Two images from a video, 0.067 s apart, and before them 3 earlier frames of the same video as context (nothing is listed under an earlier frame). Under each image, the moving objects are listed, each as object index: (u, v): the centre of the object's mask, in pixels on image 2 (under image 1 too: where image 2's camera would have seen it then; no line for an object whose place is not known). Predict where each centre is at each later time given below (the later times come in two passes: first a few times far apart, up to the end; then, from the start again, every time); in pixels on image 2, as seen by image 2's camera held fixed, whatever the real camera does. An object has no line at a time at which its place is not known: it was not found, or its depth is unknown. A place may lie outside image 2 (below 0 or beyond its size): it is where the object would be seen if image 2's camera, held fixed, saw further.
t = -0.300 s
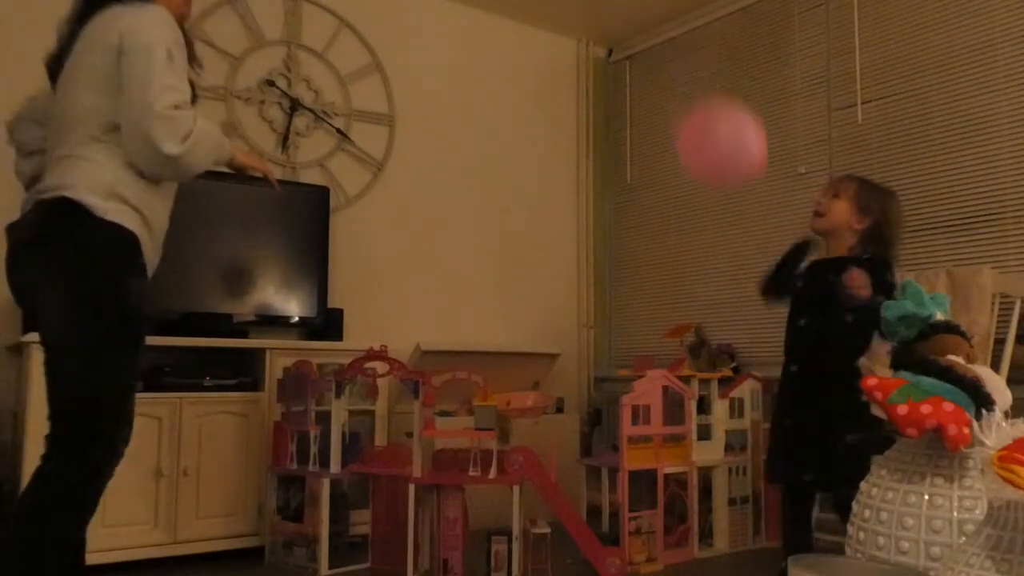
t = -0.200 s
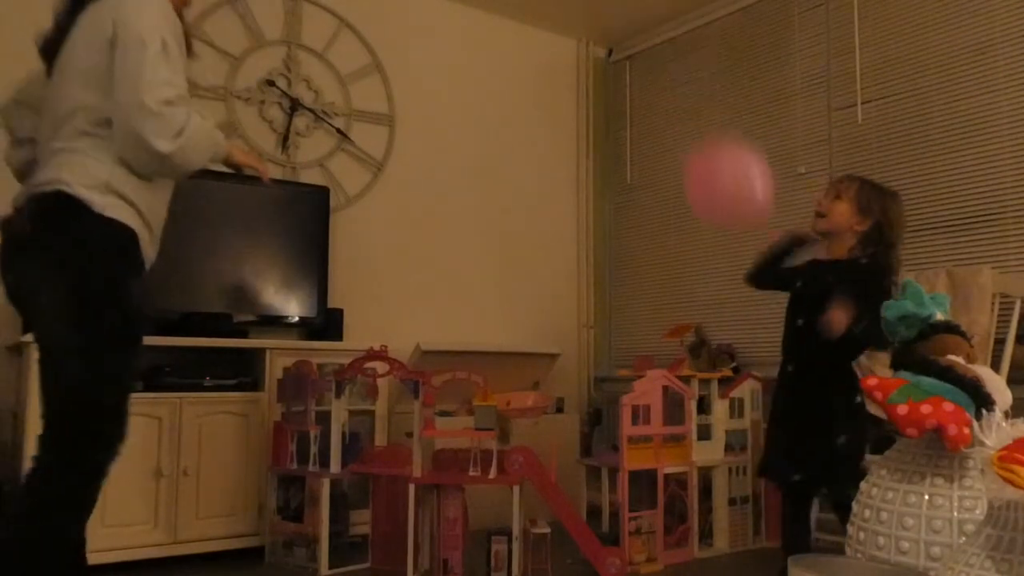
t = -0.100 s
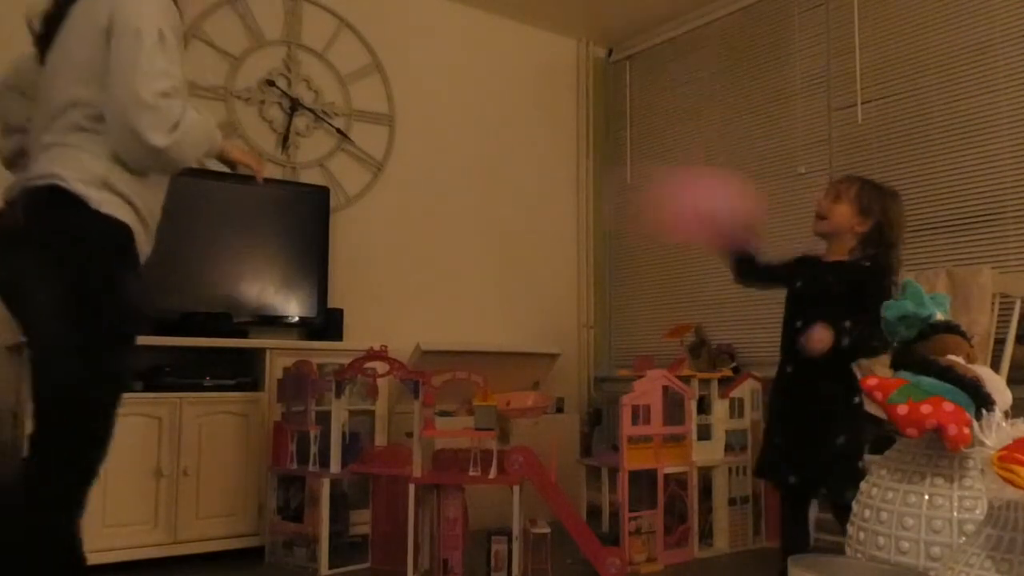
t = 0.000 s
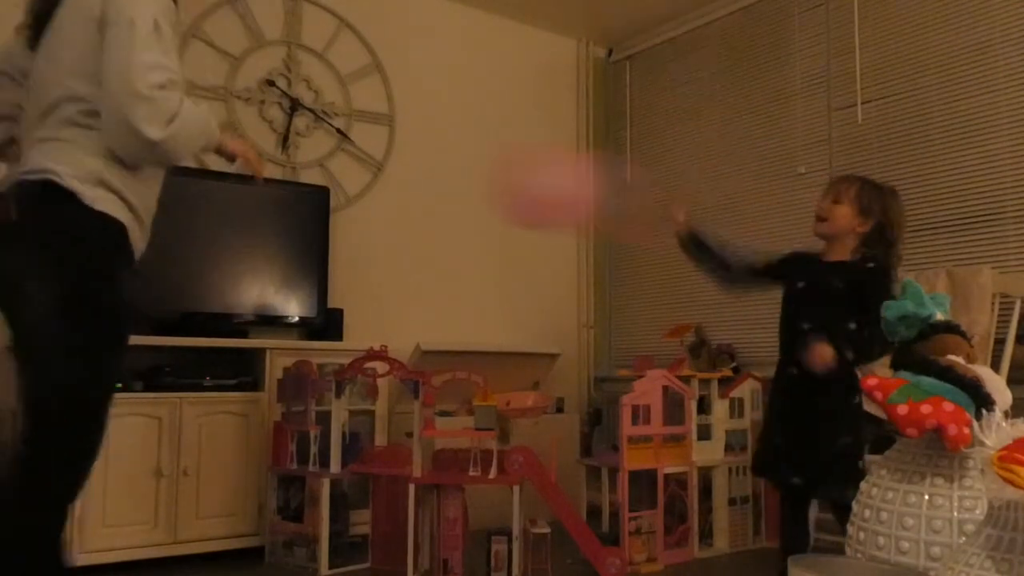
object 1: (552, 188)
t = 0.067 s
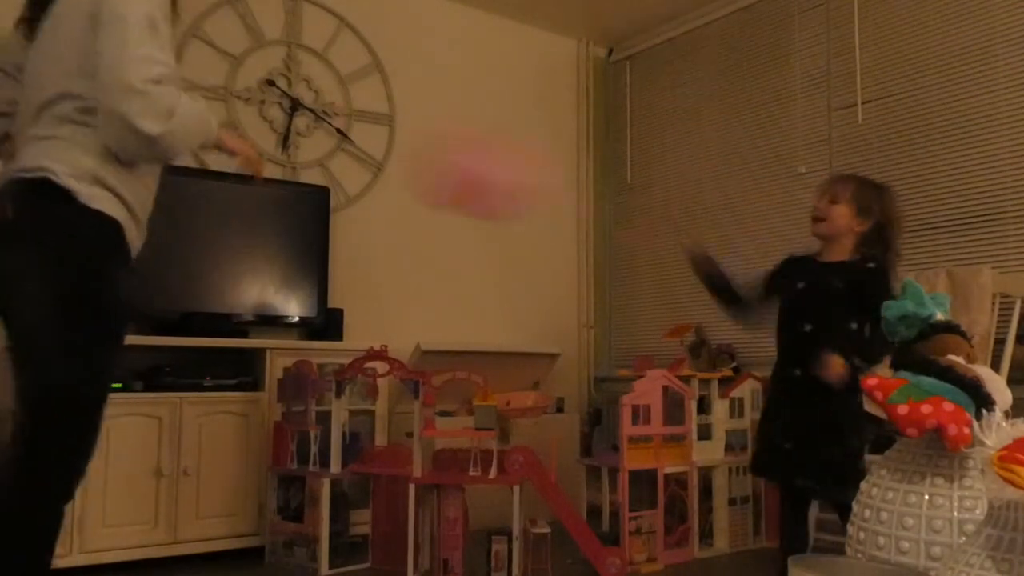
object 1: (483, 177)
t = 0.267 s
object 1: (335, 130)
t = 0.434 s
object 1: (258, 136)
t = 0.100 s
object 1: (444, 171)
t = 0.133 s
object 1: (415, 159)
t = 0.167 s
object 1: (390, 148)
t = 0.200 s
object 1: (368, 142)
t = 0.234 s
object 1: (352, 137)
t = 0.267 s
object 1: (335, 130)
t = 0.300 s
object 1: (316, 127)
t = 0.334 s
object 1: (303, 126)
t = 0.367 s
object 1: (285, 128)
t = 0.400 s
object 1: (272, 131)
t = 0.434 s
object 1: (258, 136)
